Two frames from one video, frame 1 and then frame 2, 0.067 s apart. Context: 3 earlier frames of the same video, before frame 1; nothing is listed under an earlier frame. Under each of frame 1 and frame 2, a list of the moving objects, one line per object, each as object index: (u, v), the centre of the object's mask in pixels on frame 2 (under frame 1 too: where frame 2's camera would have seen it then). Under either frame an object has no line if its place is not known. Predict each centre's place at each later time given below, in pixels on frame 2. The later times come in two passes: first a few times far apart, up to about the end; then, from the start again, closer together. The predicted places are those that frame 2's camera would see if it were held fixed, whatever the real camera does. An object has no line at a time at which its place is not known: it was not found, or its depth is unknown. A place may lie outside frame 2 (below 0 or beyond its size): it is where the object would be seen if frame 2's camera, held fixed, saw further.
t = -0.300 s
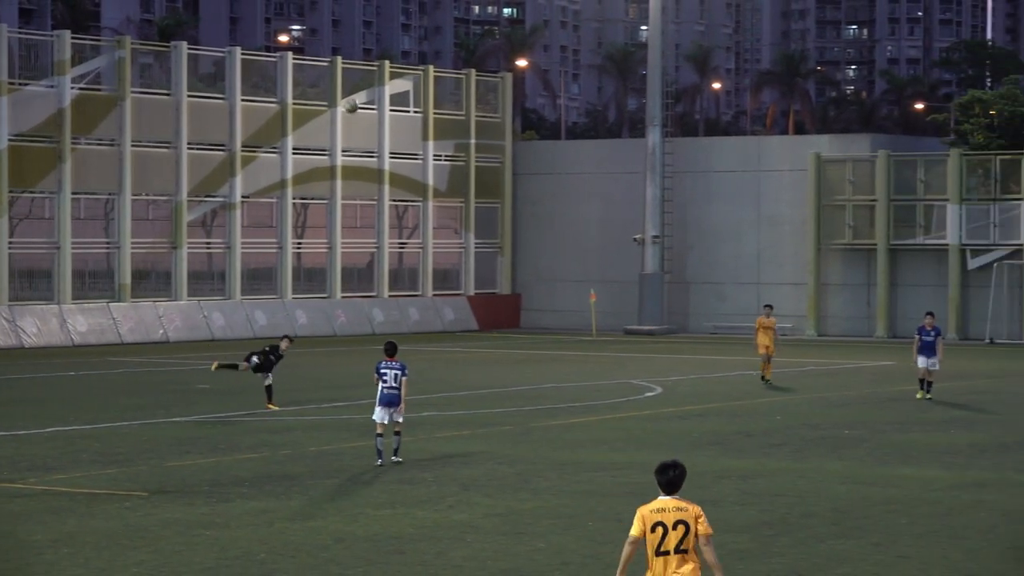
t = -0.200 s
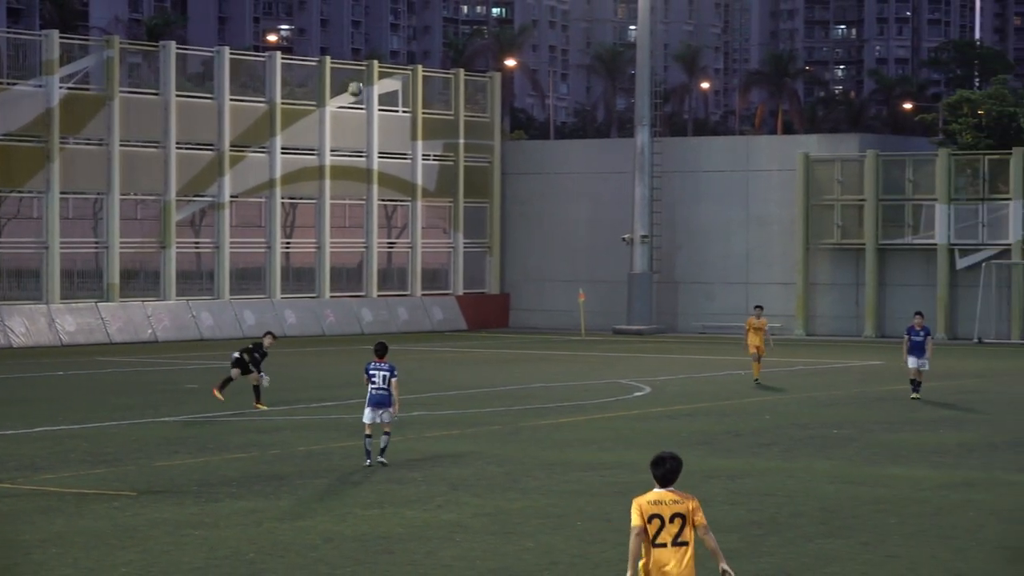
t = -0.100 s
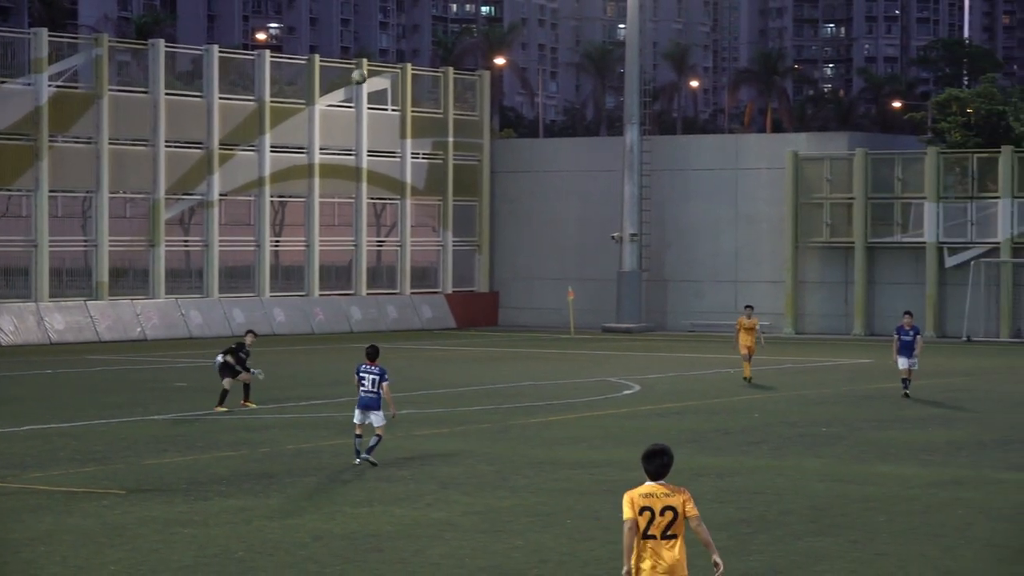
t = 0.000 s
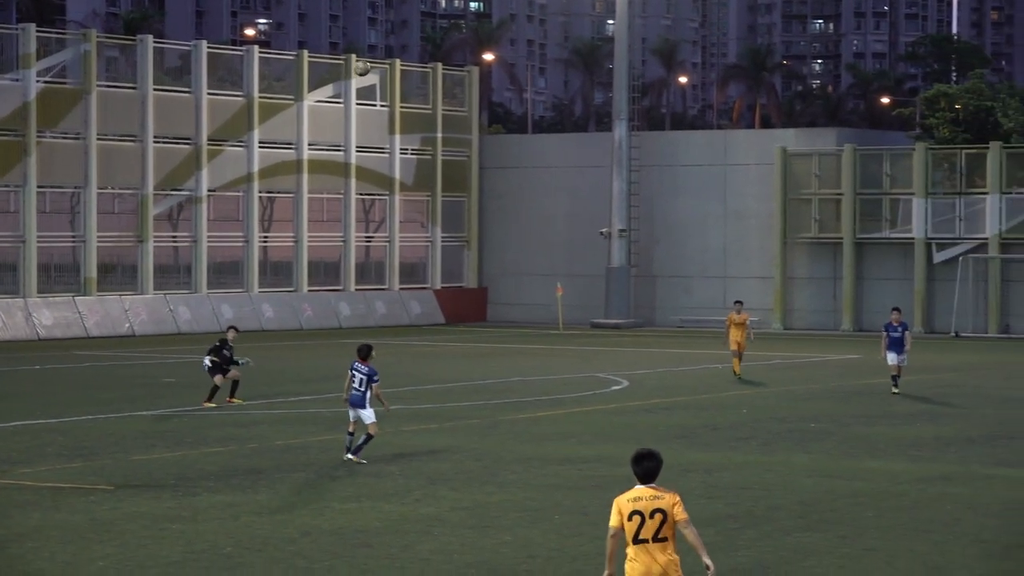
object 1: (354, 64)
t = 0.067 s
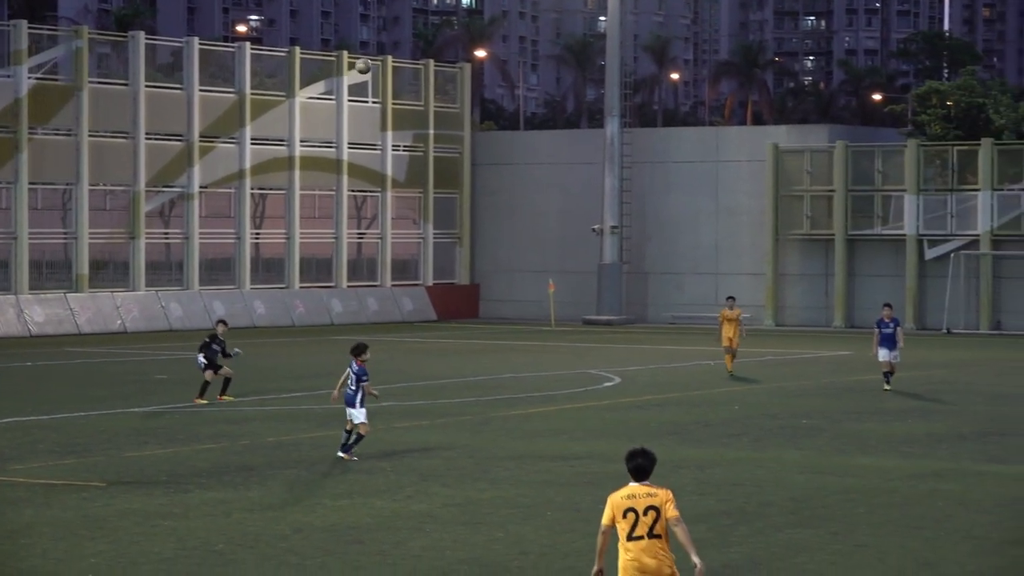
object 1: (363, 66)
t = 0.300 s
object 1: (395, 97)
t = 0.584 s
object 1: (430, 196)
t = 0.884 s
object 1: (462, 393)
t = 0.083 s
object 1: (365, 67)
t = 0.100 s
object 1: (368, 68)
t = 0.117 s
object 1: (370, 69)
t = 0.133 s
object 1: (372, 71)
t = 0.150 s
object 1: (375, 72)
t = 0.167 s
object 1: (377, 74)
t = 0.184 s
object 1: (379, 76)
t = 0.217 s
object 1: (383, 81)
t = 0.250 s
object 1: (388, 86)
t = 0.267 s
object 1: (391, 90)
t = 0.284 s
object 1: (392, 93)
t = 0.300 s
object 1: (395, 97)
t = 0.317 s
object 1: (397, 101)
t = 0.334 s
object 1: (400, 105)
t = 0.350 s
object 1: (401, 109)
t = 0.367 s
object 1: (403, 114)
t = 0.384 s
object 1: (405, 118)
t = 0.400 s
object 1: (408, 123)
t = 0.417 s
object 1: (409, 128)
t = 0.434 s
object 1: (412, 134)
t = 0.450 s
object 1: (414, 140)
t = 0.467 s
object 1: (416, 146)
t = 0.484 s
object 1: (418, 152)
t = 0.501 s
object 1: (420, 158)
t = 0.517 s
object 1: (422, 165)
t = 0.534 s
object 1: (424, 173)
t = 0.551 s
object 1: (426, 180)
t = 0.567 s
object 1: (429, 188)
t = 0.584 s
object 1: (430, 196)
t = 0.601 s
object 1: (432, 204)
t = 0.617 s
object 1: (434, 213)
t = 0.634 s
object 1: (437, 222)
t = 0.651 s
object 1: (439, 230)
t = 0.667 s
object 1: (441, 240)
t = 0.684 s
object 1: (442, 249)
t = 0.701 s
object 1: (444, 260)
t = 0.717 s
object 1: (447, 270)
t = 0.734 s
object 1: (448, 282)
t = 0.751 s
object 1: (451, 292)
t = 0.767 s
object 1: (452, 303)
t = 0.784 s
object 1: (454, 315)
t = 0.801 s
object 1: (455, 328)
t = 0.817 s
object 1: (457, 341)
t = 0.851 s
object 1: (460, 366)
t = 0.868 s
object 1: (462, 379)
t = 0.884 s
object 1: (462, 393)
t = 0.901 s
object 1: (464, 409)
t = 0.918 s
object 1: (465, 424)
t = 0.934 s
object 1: (466, 439)
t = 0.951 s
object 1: (469, 453)
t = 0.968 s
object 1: (470, 470)
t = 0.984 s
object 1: (471, 487)
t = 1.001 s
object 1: (472, 502)
